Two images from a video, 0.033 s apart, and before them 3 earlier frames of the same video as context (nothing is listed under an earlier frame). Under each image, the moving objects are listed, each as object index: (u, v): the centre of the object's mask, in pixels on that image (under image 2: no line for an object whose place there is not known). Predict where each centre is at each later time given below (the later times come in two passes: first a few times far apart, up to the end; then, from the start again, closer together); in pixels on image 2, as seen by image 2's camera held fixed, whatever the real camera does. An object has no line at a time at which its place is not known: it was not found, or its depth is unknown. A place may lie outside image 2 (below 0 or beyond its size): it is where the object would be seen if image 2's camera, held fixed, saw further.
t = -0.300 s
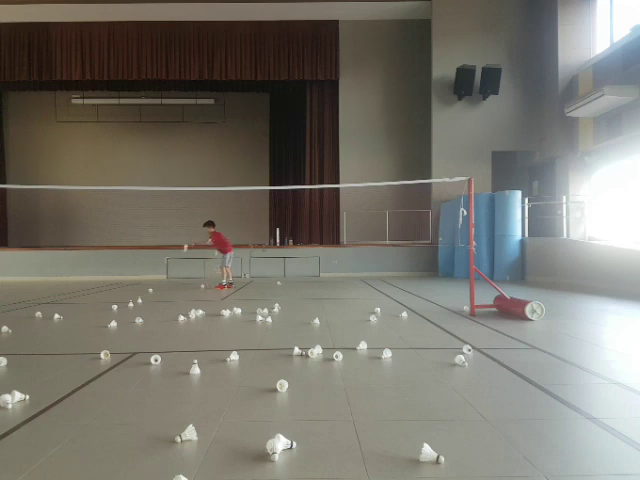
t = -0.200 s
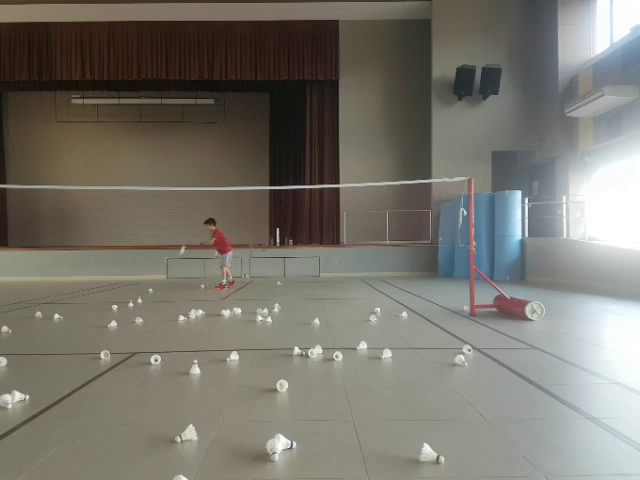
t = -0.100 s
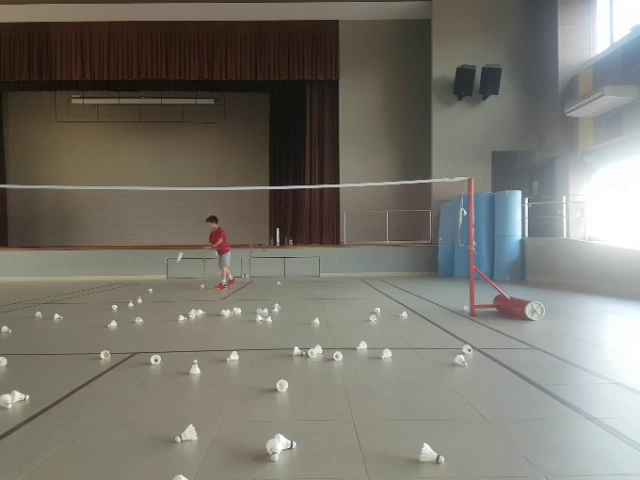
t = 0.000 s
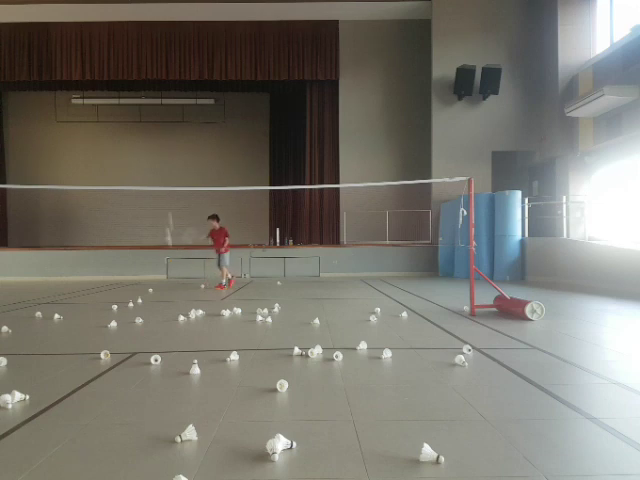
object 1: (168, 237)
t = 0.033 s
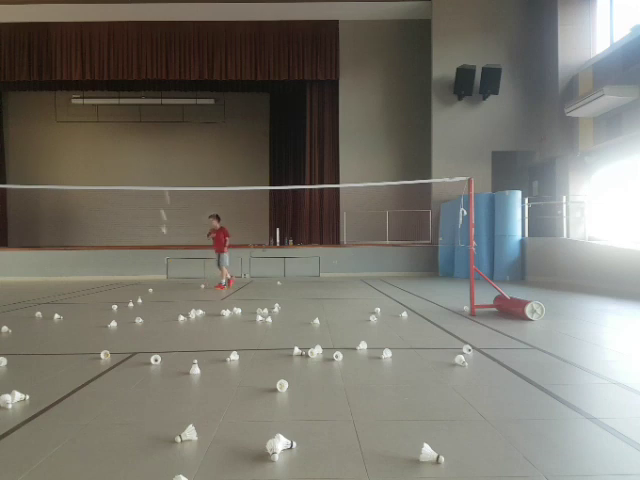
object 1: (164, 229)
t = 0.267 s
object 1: (121, 170)
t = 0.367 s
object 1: (101, 155)
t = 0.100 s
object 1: (154, 207)
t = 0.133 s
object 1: (146, 200)
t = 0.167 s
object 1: (140, 192)
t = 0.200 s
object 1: (133, 183)
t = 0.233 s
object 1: (127, 176)
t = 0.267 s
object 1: (121, 170)
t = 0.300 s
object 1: (114, 164)
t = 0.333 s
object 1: (108, 159)
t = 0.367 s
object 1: (101, 155)
